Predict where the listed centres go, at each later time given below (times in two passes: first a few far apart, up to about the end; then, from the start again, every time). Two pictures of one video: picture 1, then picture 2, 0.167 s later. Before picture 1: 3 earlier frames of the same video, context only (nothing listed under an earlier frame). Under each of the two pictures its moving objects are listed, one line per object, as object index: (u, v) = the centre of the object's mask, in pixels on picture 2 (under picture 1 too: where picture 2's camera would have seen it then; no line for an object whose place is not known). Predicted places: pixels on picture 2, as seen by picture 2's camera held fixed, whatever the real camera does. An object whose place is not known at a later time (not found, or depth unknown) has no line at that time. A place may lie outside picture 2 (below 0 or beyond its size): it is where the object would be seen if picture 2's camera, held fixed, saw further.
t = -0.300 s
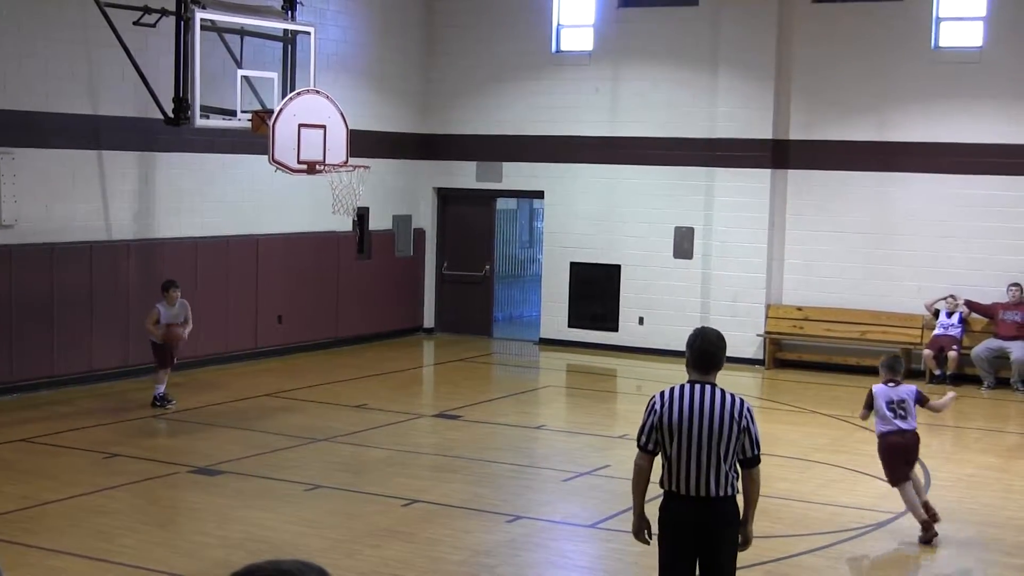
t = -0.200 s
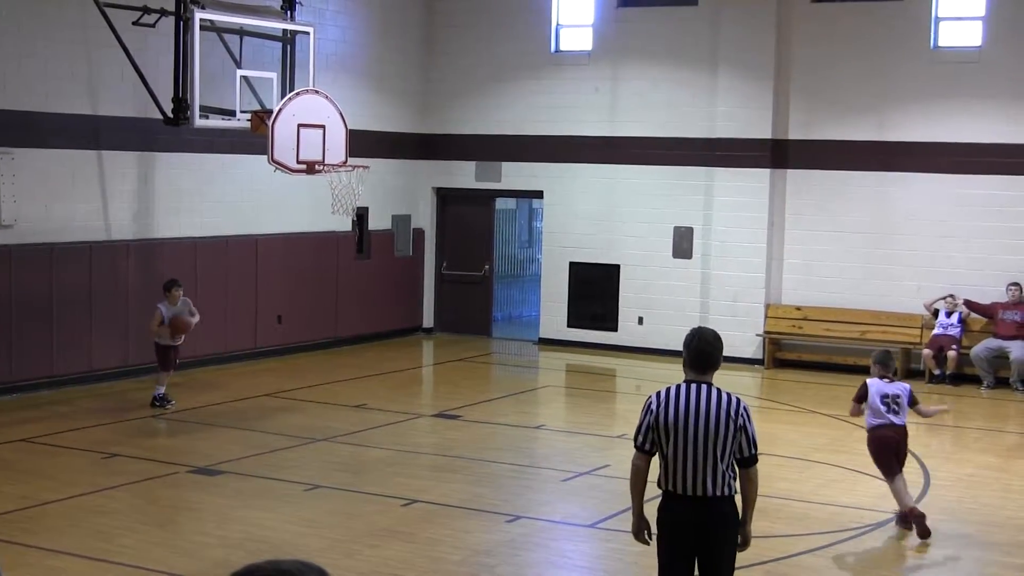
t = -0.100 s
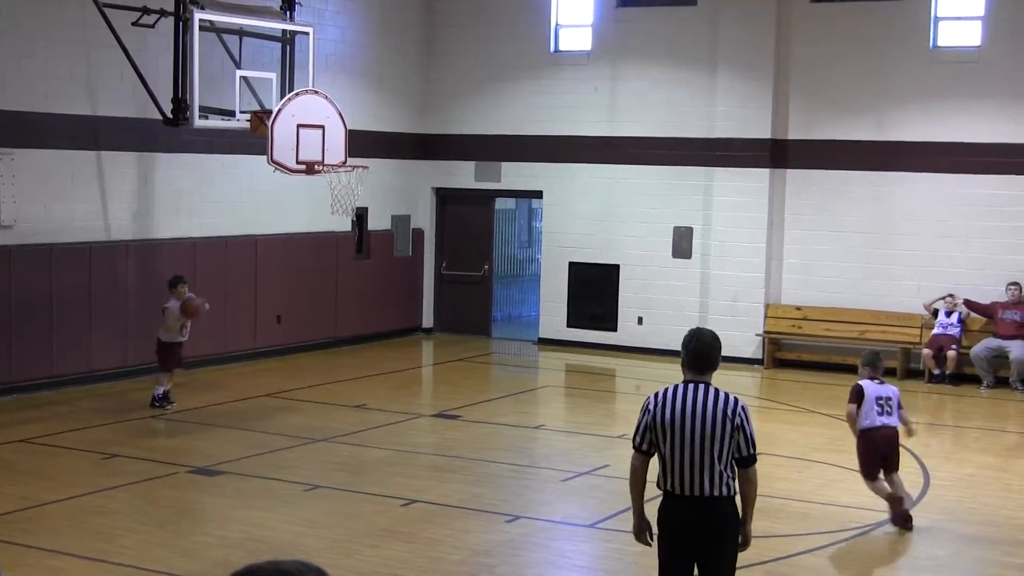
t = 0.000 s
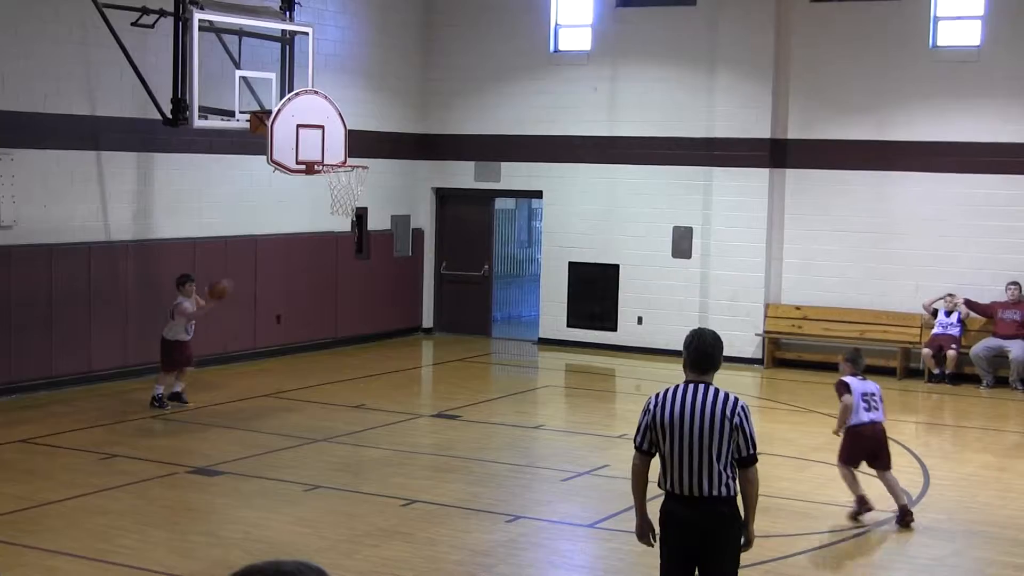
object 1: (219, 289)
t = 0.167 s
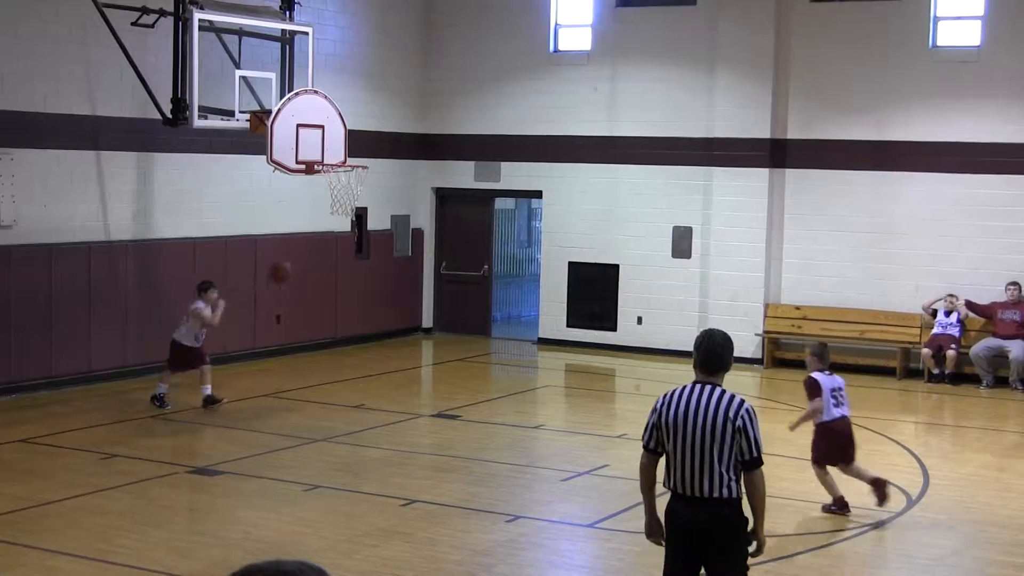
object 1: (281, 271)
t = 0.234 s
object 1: (308, 270)
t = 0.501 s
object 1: (410, 319)
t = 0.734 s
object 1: (503, 430)
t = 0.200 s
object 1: (293, 270)
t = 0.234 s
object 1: (308, 270)
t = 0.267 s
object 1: (320, 272)
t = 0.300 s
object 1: (331, 276)
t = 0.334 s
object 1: (346, 280)
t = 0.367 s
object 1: (357, 286)
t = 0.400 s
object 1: (370, 291)
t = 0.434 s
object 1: (384, 297)
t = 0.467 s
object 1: (397, 308)
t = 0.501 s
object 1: (410, 319)
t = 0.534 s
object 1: (422, 332)
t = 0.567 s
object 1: (436, 345)
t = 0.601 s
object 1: (450, 359)
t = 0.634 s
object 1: (463, 376)
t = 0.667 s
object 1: (476, 393)
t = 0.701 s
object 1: (490, 411)
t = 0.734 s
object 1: (503, 430)
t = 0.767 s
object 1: (516, 443)
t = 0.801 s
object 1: (524, 428)
